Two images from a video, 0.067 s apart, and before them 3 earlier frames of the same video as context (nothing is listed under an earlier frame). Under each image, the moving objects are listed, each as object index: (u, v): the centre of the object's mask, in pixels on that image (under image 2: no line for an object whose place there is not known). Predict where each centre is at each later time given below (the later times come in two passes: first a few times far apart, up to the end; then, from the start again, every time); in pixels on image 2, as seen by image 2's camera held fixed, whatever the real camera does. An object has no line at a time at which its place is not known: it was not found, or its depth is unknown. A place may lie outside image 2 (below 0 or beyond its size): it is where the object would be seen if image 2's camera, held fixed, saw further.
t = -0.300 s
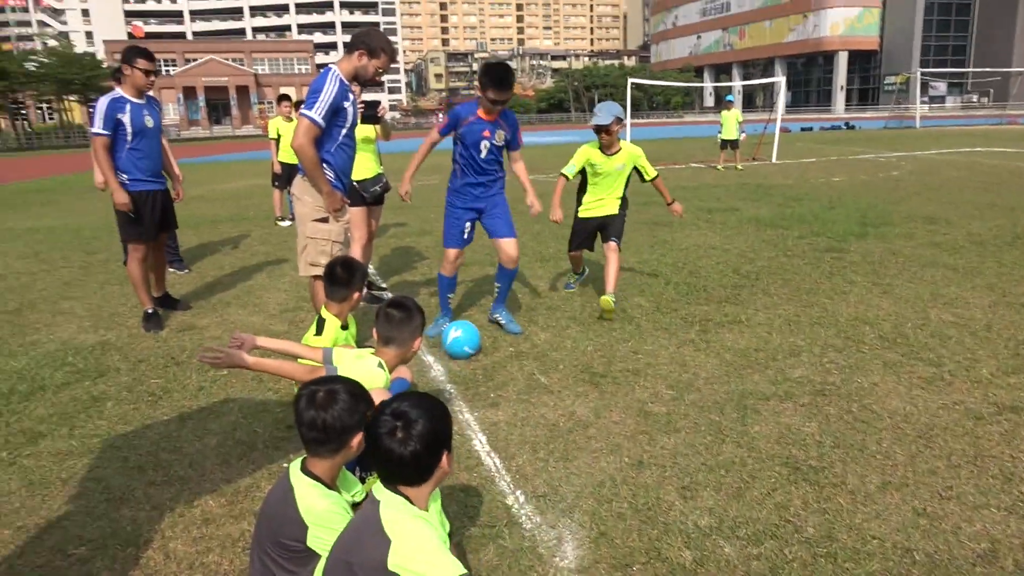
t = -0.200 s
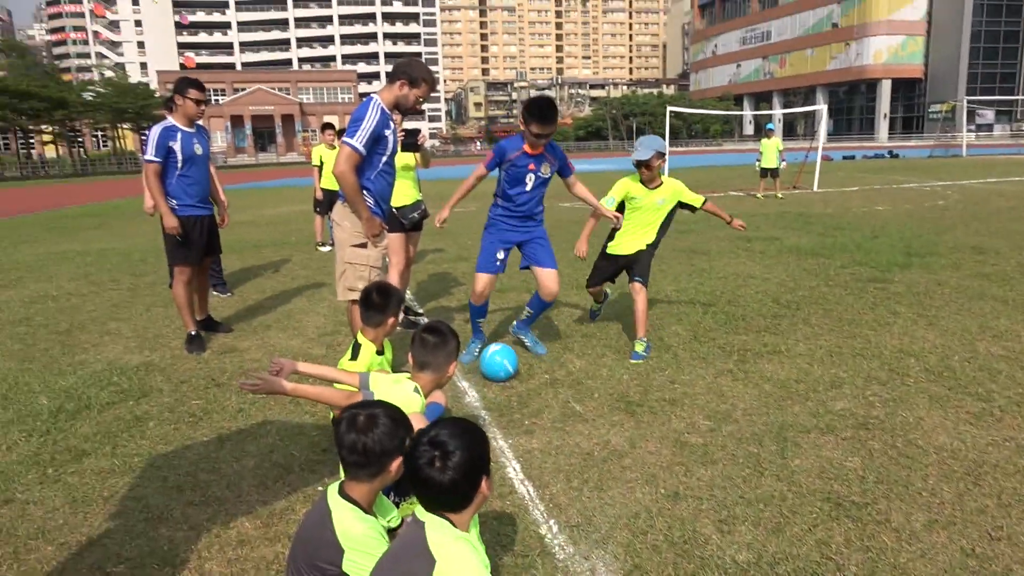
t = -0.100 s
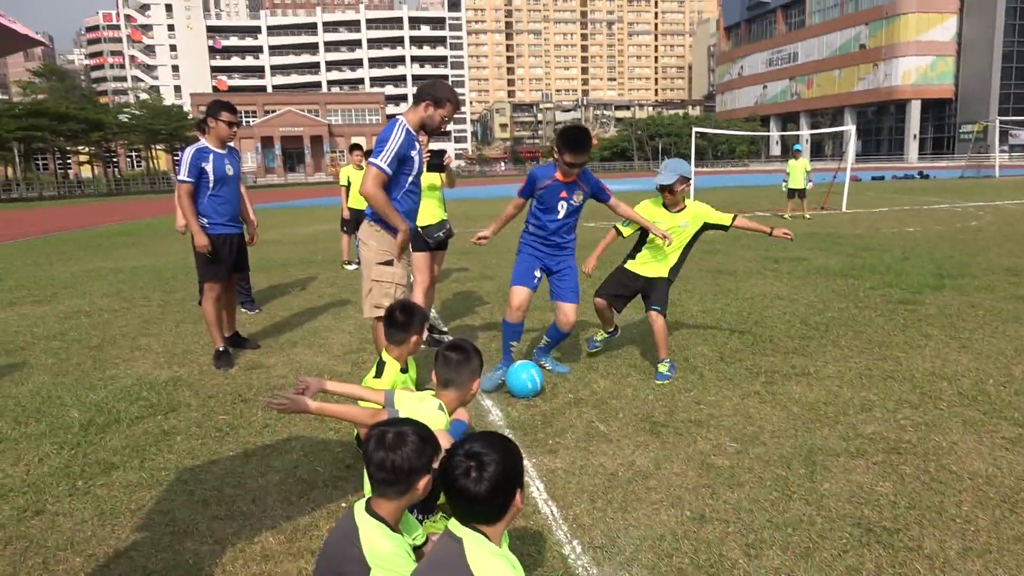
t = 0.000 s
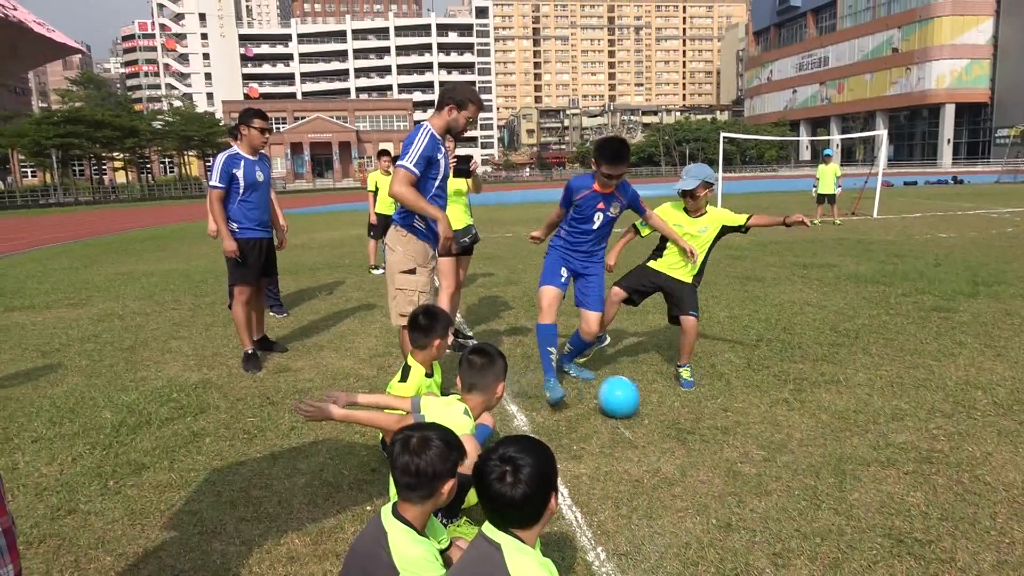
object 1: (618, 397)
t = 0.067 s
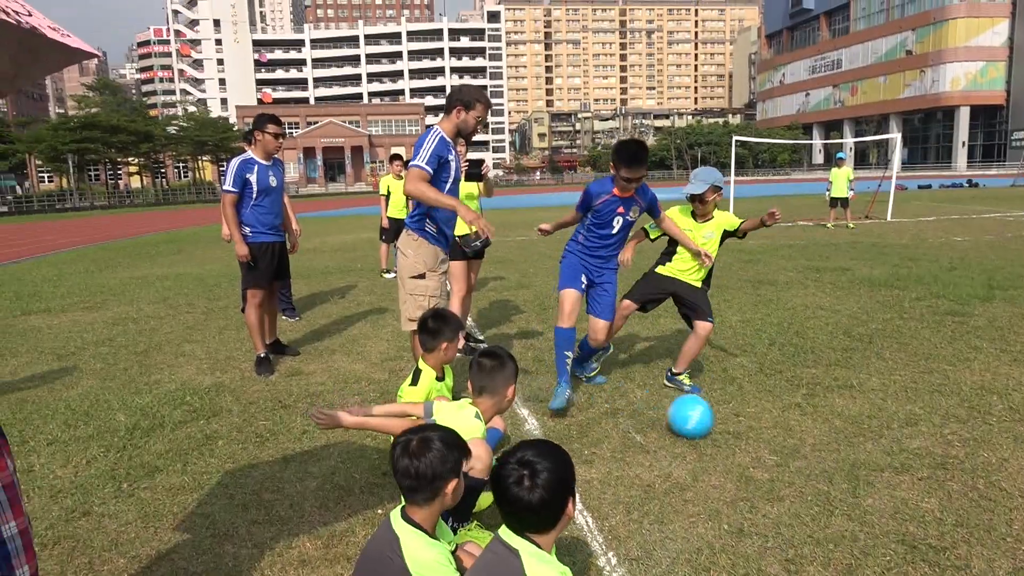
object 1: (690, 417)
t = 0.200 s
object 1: (805, 440)
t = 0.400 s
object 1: (992, 483)
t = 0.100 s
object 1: (717, 419)
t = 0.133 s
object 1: (744, 424)
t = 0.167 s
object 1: (774, 431)
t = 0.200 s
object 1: (805, 440)
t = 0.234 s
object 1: (835, 448)
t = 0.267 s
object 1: (864, 454)
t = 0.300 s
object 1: (894, 461)
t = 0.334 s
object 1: (924, 468)
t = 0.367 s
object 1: (957, 475)
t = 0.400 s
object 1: (992, 483)
